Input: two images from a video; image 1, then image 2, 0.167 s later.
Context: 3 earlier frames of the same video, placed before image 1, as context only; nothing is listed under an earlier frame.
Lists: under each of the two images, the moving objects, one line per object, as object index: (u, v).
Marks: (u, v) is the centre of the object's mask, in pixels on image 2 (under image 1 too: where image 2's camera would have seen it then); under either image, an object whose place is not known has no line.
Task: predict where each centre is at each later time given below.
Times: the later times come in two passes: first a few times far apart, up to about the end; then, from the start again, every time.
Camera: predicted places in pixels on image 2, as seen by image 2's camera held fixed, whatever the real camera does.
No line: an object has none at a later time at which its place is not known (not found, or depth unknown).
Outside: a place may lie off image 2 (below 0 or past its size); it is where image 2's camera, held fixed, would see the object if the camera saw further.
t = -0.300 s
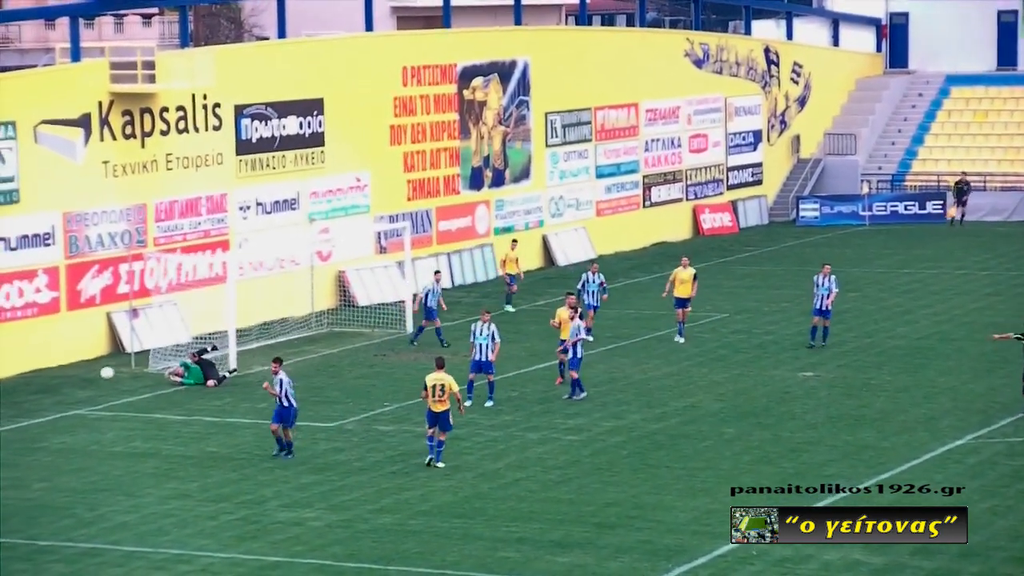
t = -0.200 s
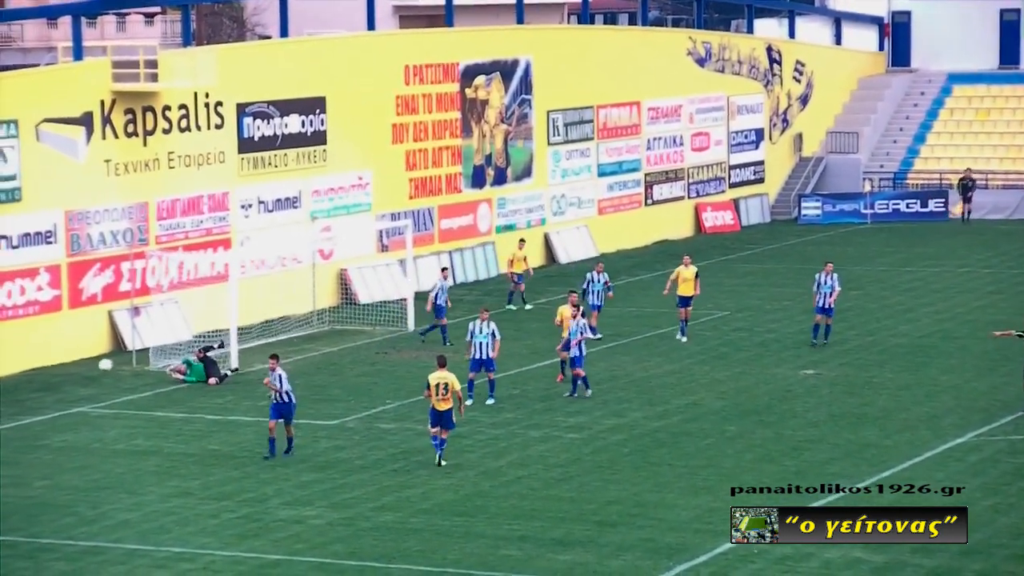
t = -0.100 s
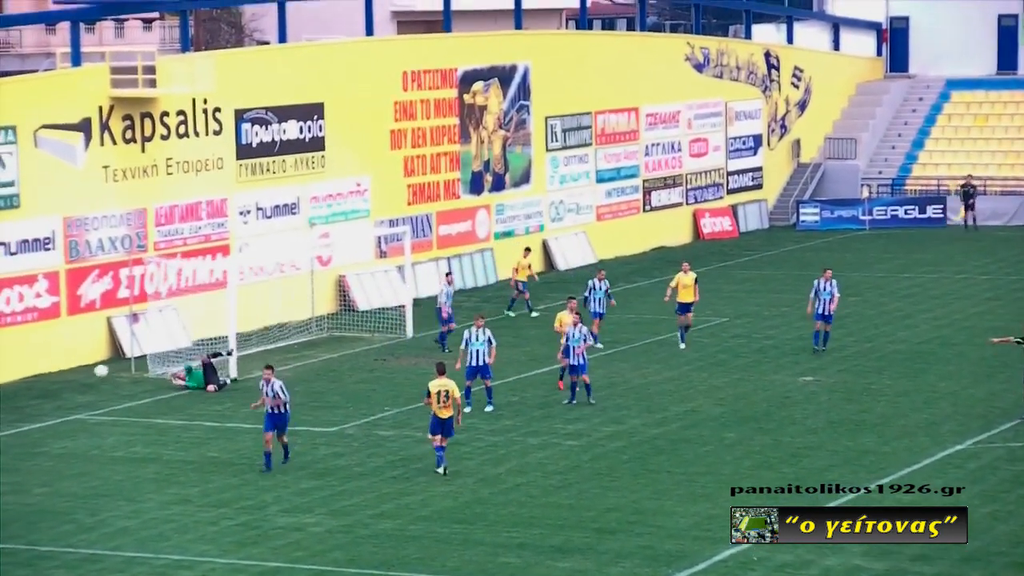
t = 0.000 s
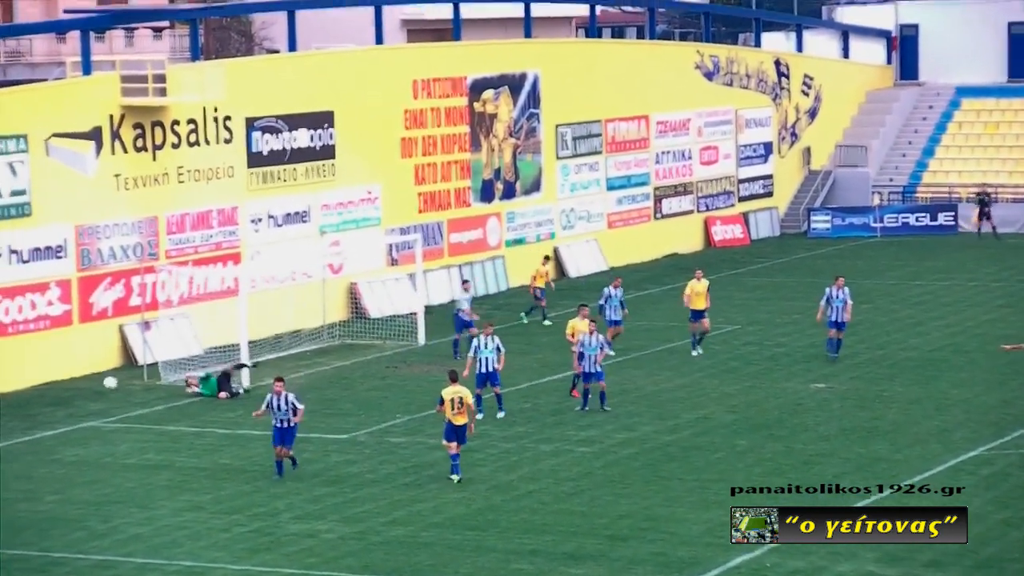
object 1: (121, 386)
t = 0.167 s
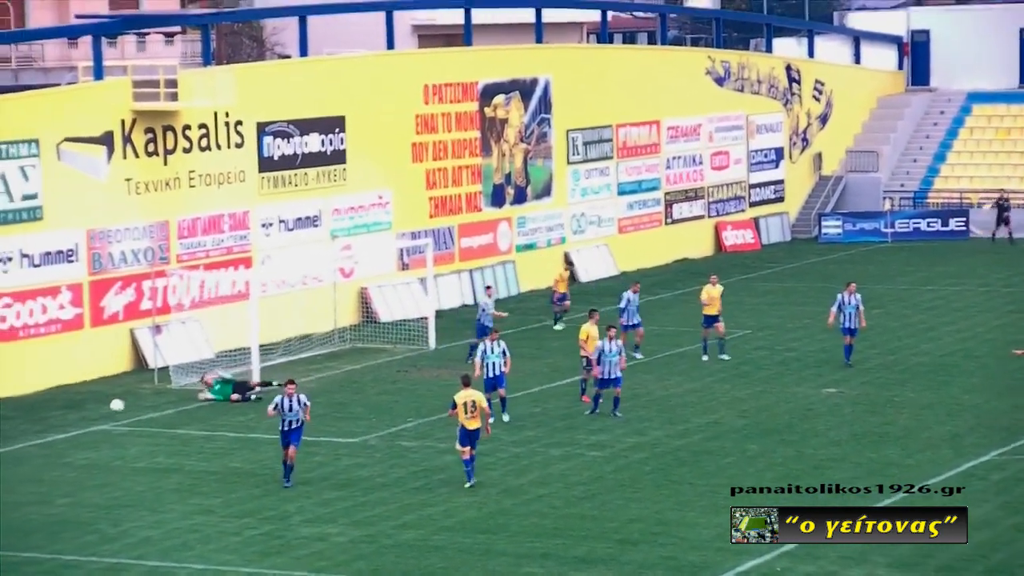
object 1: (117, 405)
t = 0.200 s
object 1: (116, 411)
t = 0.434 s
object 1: (107, 422)
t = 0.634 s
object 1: (98, 430)
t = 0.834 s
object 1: (91, 439)
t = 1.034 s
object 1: (81, 449)
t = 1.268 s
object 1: (72, 455)
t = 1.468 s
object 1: (64, 461)
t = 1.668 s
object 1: (57, 466)
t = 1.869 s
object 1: (50, 471)
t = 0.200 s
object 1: (116, 411)
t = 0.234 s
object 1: (114, 418)
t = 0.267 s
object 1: (114, 424)
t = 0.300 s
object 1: (112, 429)
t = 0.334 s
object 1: (110, 427)
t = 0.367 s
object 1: (110, 424)
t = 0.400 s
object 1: (109, 422)
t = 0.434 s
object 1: (107, 422)
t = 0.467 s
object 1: (105, 423)
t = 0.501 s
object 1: (104, 422)
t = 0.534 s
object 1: (102, 423)
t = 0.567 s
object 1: (102, 425)
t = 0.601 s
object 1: (100, 427)
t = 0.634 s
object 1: (98, 430)
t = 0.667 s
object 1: (96, 433)
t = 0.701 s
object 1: (95, 438)
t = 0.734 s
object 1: (95, 439)
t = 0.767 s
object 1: (94, 439)
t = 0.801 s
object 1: (93, 438)
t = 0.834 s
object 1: (91, 439)
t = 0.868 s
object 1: (88, 439)
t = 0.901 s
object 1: (87, 441)
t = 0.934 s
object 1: (85, 443)
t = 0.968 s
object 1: (83, 446)
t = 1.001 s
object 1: (82, 448)
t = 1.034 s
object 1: (81, 449)
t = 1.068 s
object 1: (80, 450)
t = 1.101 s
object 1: (79, 451)
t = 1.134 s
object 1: (77, 452)
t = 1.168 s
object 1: (77, 452)
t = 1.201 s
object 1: (75, 454)
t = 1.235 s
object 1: (73, 455)
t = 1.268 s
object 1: (72, 455)
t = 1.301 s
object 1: (71, 455)
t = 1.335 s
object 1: (71, 457)
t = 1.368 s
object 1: (69, 459)
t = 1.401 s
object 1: (67, 460)
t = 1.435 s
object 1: (66, 460)
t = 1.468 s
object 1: (64, 461)
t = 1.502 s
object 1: (64, 462)
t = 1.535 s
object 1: (63, 463)
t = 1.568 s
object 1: (61, 464)
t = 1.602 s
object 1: (59, 464)
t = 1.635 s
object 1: (58, 464)
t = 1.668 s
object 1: (57, 466)
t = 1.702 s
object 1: (56, 467)
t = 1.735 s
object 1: (55, 467)
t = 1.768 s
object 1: (54, 468)
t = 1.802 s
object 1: (52, 469)
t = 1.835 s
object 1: (51, 470)
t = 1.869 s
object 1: (50, 471)
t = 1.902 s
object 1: (49, 471)
